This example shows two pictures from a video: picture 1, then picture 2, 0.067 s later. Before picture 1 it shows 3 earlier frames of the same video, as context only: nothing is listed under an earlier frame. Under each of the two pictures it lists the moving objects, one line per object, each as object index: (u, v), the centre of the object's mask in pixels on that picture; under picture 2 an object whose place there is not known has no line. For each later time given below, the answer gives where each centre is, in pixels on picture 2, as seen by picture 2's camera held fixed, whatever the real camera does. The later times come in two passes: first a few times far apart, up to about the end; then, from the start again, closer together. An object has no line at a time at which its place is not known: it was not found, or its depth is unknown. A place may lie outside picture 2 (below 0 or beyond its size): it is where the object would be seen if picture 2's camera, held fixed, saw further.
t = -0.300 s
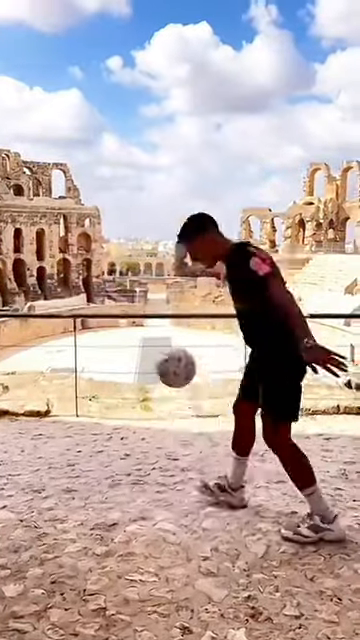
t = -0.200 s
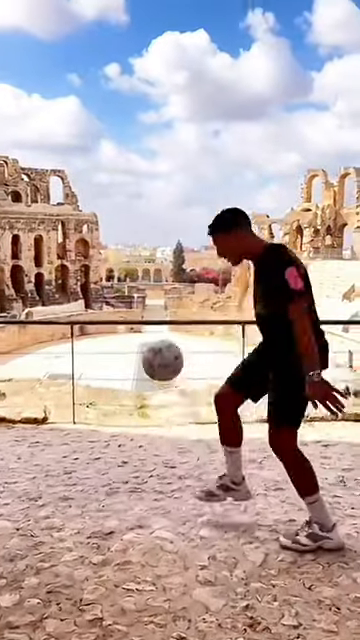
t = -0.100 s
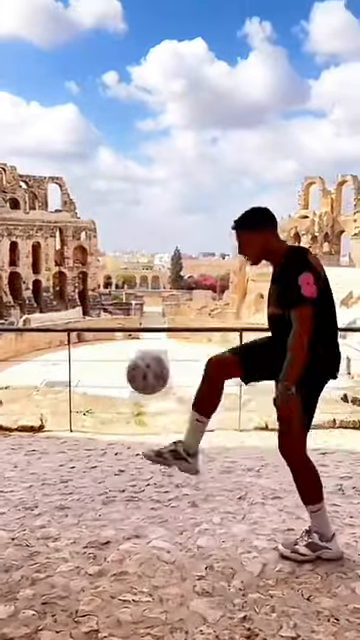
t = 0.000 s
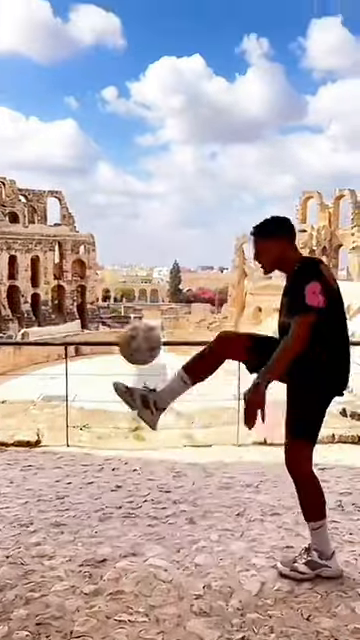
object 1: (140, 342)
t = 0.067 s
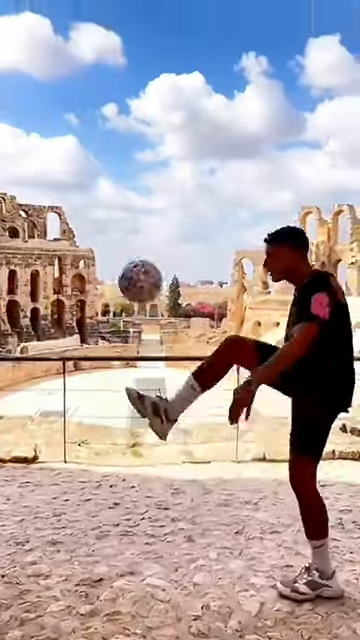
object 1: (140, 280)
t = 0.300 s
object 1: (152, 82)
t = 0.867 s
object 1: (173, 81)
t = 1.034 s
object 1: (178, 200)
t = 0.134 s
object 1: (143, 213)
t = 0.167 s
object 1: (145, 183)
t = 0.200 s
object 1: (147, 155)
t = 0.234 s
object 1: (149, 129)
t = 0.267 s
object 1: (150, 104)
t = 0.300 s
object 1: (152, 82)
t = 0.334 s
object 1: (153, 64)
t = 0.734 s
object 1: (169, 24)
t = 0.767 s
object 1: (171, 35)
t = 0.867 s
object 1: (173, 81)
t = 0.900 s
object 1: (176, 100)
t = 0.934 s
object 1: (177, 122)
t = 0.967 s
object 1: (178, 146)
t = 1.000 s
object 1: (178, 171)
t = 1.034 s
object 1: (178, 200)
